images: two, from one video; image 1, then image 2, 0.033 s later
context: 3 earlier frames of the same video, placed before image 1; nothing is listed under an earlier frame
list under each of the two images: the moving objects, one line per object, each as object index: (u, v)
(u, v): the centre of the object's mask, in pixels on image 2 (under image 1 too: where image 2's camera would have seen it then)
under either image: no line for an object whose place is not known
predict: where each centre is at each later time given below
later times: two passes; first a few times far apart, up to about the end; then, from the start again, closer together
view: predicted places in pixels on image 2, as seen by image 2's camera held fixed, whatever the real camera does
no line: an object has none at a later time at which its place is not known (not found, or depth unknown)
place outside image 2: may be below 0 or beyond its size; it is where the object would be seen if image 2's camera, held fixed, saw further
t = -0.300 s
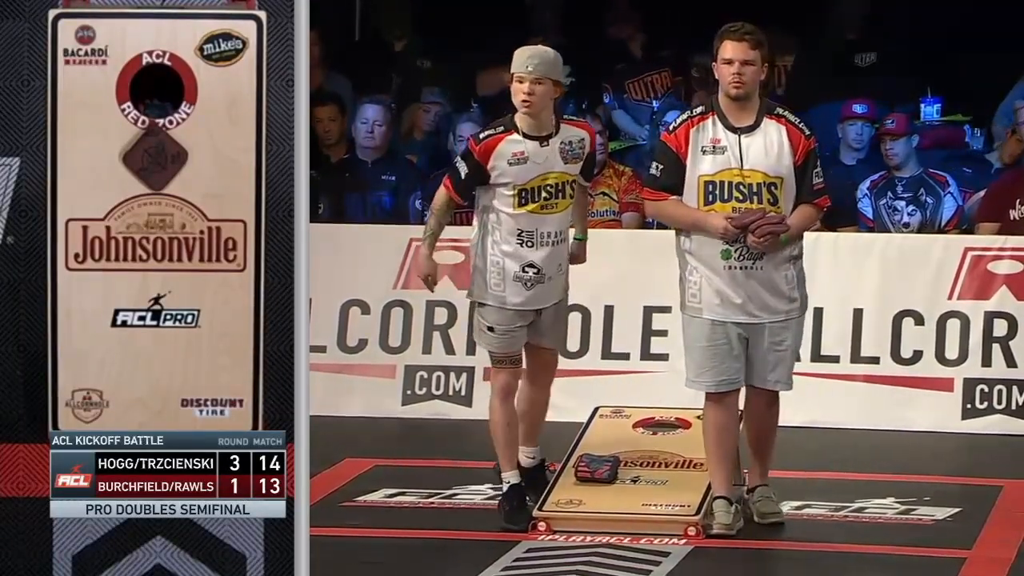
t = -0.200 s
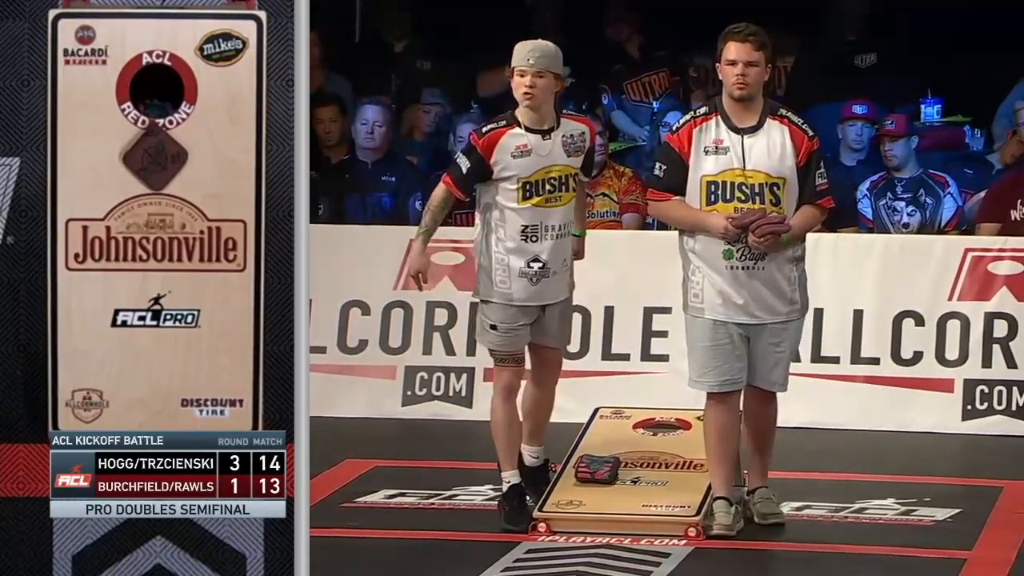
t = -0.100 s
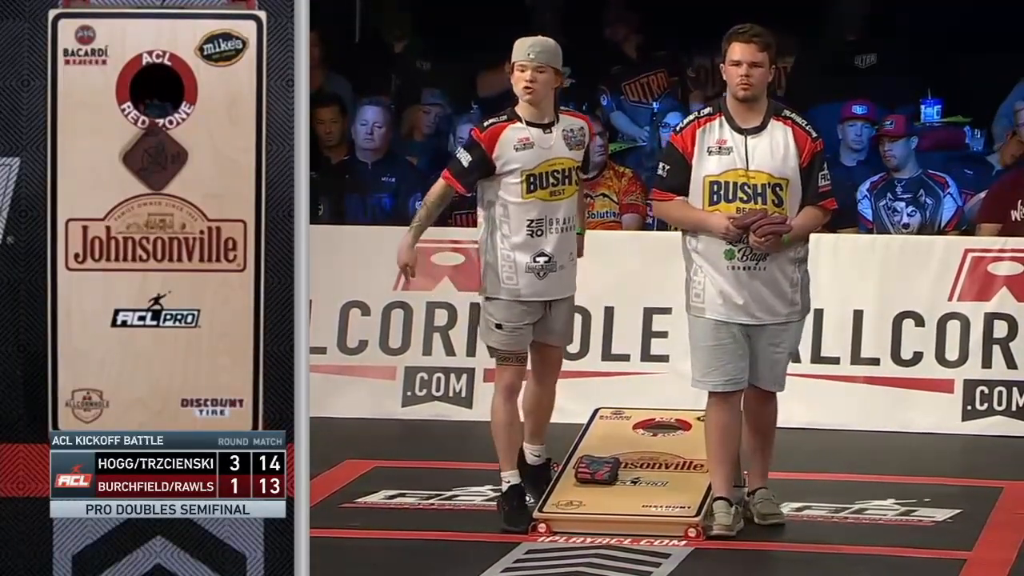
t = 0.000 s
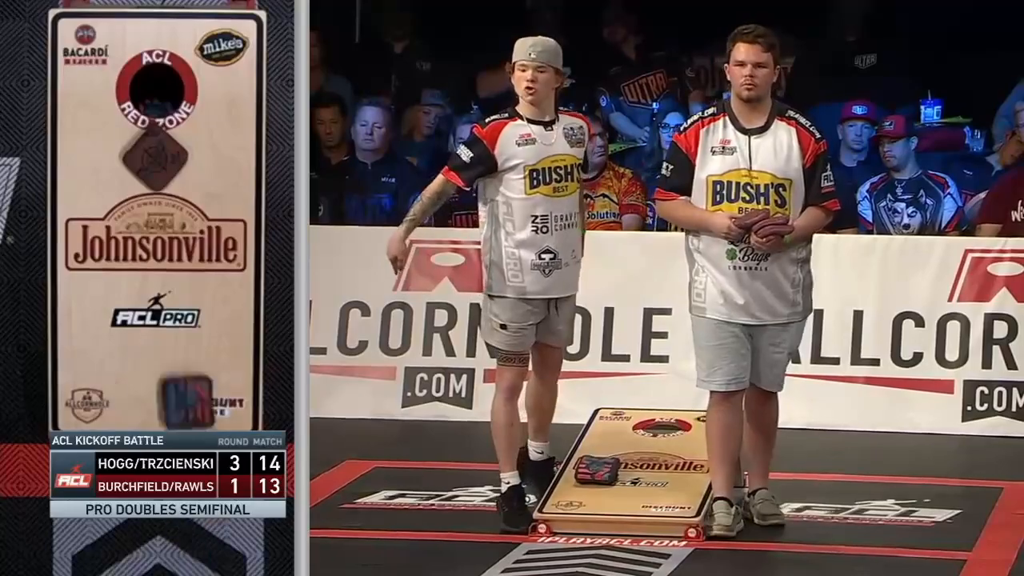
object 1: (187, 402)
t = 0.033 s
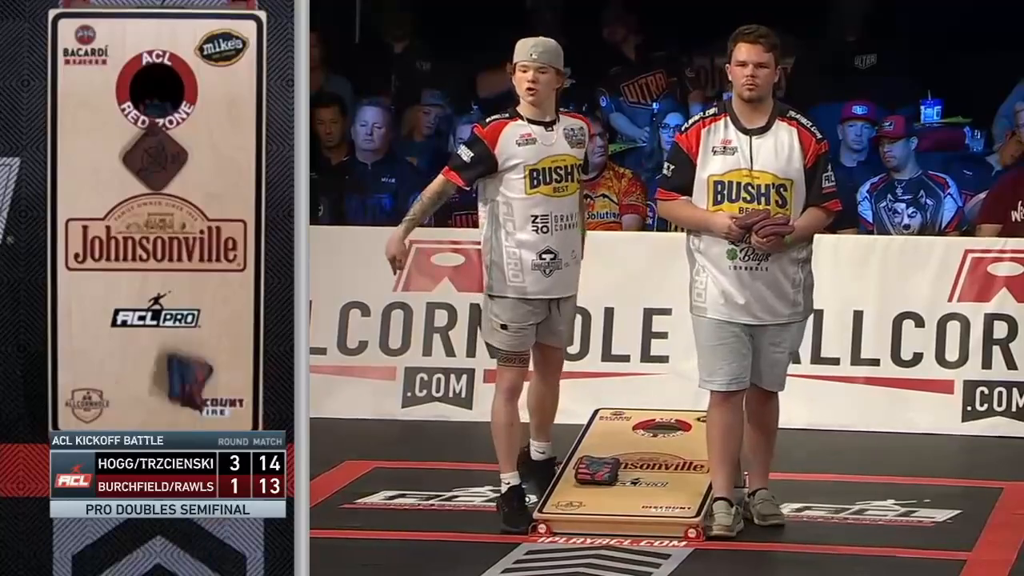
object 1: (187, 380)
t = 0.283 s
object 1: (170, 256)
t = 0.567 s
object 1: (167, 251)
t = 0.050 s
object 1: (187, 367)
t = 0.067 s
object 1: (187, 357)
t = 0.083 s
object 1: (185, 346)
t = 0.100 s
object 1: (185, 334)
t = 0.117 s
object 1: (183, 322)
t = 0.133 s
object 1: (182, 311)
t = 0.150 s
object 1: (180, 302)
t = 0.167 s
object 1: (180, 293)
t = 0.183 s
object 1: (179, 285)
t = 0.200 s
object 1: (177, 278)
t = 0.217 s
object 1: (175, 273)
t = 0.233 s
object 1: (174, 267)
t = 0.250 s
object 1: (172, 262)
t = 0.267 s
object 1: (171, 259)
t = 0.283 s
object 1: (170, 256)
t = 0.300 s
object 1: (169, 254)
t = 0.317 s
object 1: (169, 253)
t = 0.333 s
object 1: (168, 252)
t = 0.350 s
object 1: (167, 252)
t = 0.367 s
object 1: (167, 252)
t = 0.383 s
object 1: (167, 252)
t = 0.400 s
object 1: (167, 252)
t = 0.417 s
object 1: (167, 252)
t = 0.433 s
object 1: (167, 252)
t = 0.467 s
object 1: (167, 252)
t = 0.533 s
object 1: (167, 252)
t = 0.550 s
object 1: (167, 251)
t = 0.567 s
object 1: (167, 251)
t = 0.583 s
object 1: (167, 251)
